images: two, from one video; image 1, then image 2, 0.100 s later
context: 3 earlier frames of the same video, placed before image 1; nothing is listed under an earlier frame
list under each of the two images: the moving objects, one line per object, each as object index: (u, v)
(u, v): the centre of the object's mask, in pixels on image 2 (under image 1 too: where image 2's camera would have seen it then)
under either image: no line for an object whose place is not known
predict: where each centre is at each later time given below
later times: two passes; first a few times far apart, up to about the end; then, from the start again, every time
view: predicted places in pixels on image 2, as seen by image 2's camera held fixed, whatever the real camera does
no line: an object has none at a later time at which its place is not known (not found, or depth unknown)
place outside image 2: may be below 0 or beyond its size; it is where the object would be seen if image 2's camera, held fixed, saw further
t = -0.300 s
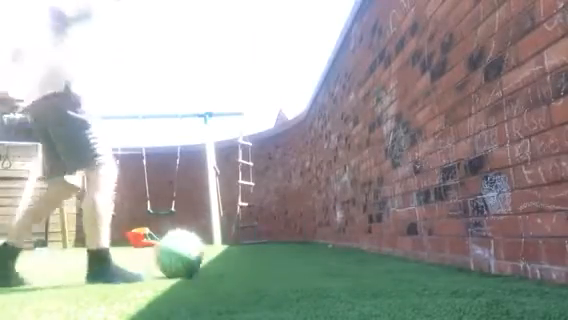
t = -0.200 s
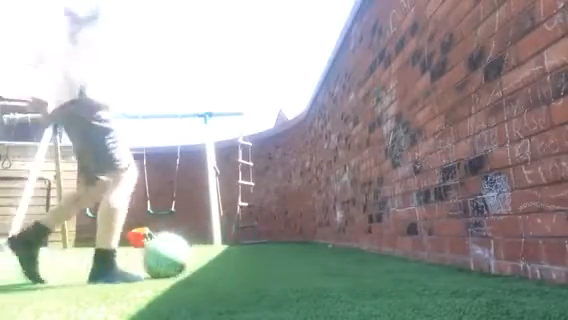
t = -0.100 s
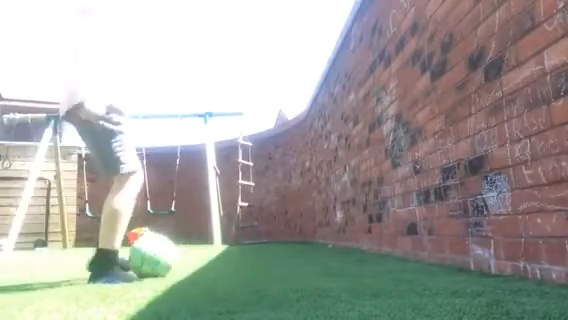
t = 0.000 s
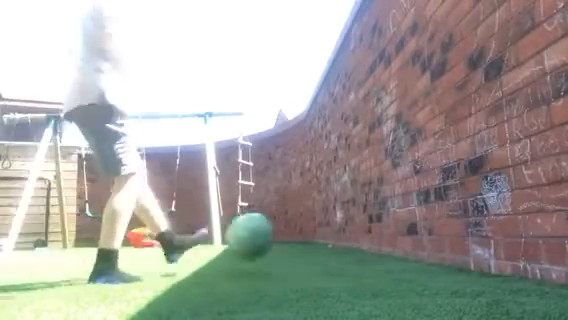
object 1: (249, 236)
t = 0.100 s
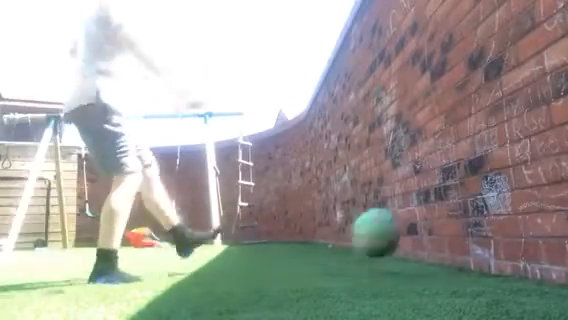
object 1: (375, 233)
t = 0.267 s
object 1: (380, 240)
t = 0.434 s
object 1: (271, 253)
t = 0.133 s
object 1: (420, 237)
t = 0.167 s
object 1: (461, 247)
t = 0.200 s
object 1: (426, 251)
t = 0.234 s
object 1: (403, 245)
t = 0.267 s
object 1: (380, 240)
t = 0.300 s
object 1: (357, 237)
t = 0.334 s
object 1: (335, 238)
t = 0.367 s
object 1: (314, 240)
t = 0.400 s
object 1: (292, 247)
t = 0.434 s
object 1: (271, 253)
